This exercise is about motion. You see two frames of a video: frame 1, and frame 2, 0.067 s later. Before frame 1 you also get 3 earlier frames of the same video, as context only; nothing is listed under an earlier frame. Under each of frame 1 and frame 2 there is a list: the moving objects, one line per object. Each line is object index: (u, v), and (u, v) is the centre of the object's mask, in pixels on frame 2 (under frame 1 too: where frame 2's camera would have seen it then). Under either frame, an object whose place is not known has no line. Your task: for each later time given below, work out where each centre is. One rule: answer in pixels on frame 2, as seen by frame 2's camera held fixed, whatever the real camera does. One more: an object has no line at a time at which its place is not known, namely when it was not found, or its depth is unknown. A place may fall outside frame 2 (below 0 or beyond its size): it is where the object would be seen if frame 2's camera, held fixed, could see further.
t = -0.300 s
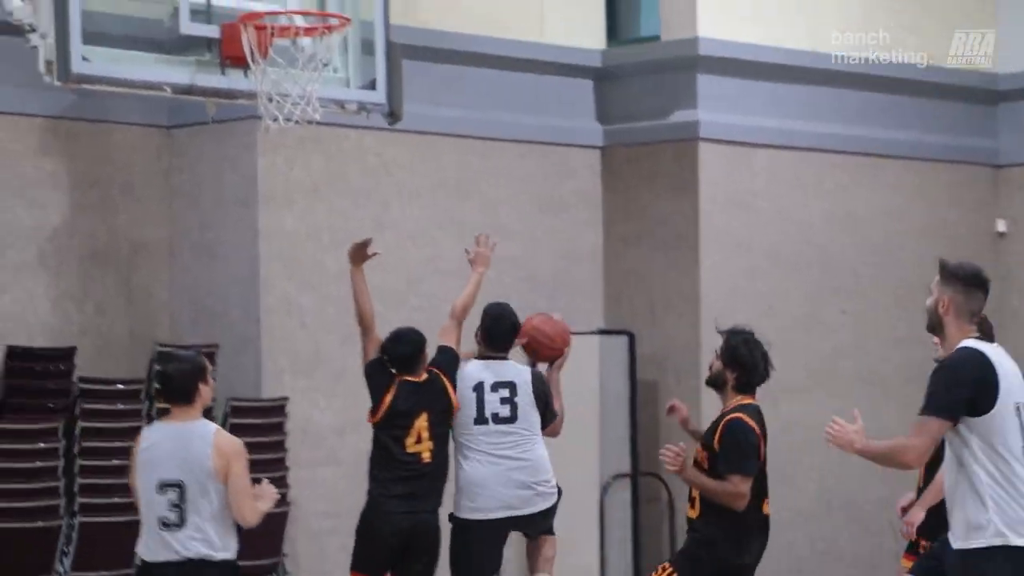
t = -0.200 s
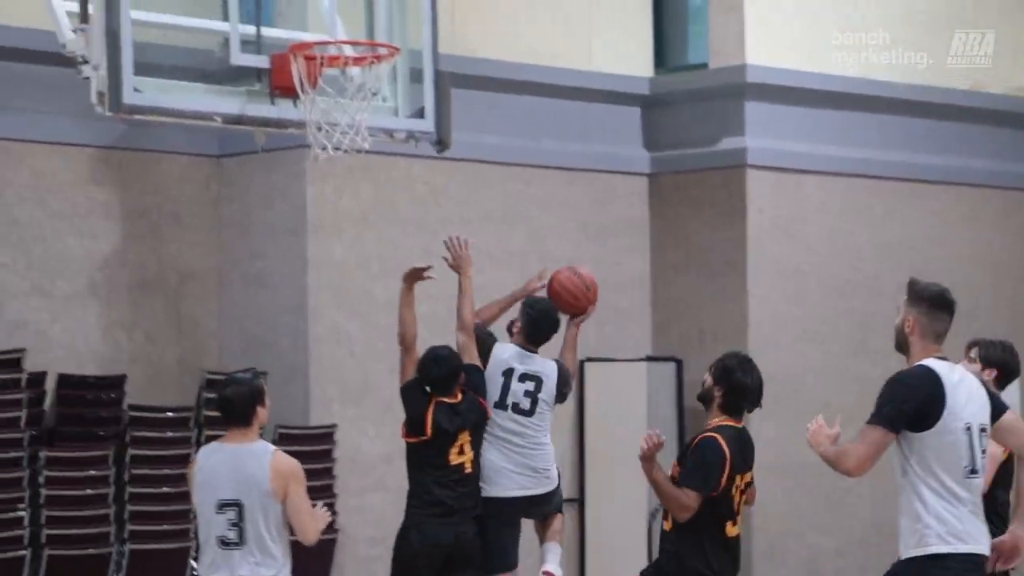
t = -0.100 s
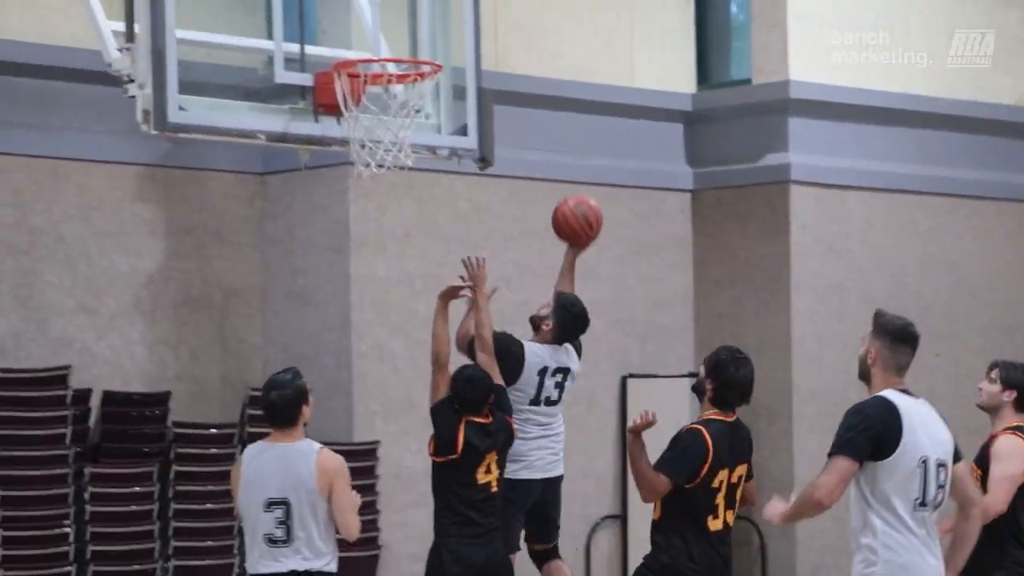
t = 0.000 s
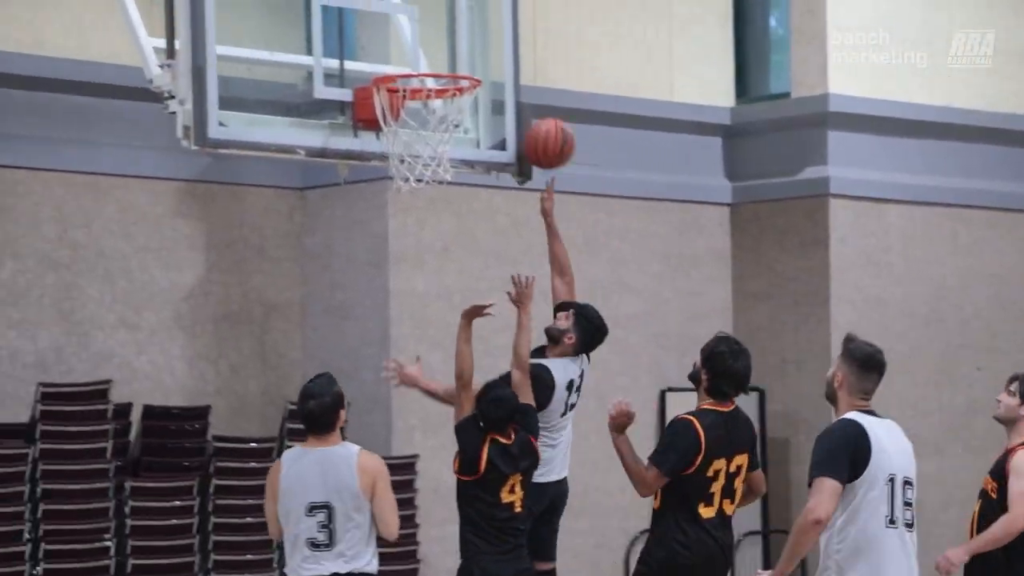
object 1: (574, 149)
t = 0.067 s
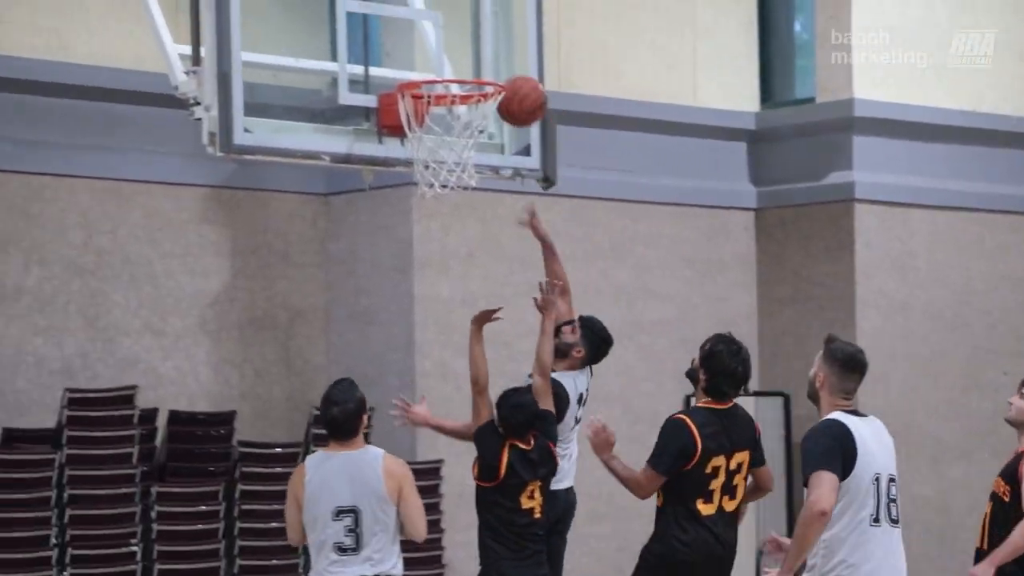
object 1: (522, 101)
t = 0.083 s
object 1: (516, 92)
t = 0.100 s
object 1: (514, 85)
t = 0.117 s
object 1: (512, 79)
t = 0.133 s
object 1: (509, 74)
